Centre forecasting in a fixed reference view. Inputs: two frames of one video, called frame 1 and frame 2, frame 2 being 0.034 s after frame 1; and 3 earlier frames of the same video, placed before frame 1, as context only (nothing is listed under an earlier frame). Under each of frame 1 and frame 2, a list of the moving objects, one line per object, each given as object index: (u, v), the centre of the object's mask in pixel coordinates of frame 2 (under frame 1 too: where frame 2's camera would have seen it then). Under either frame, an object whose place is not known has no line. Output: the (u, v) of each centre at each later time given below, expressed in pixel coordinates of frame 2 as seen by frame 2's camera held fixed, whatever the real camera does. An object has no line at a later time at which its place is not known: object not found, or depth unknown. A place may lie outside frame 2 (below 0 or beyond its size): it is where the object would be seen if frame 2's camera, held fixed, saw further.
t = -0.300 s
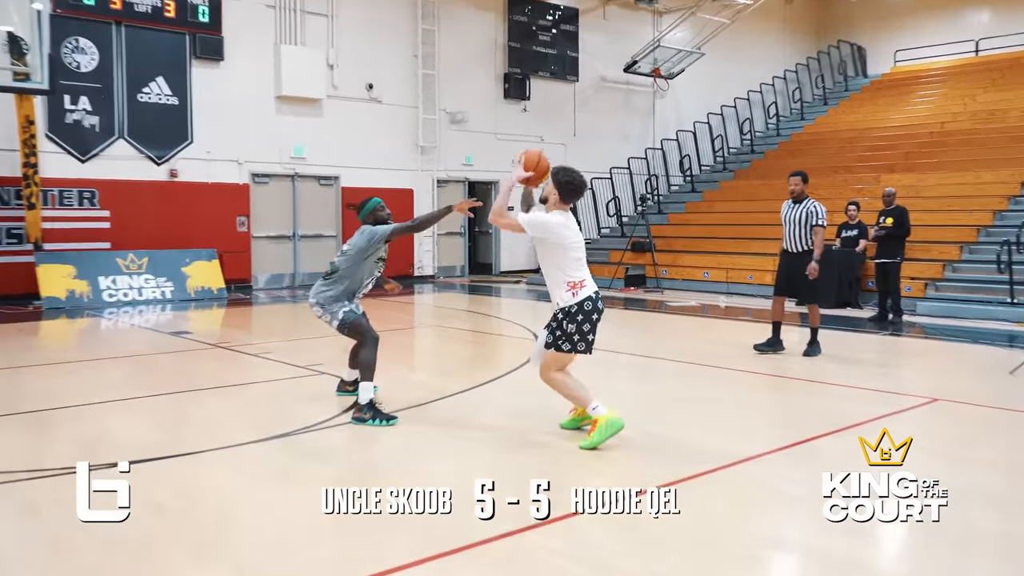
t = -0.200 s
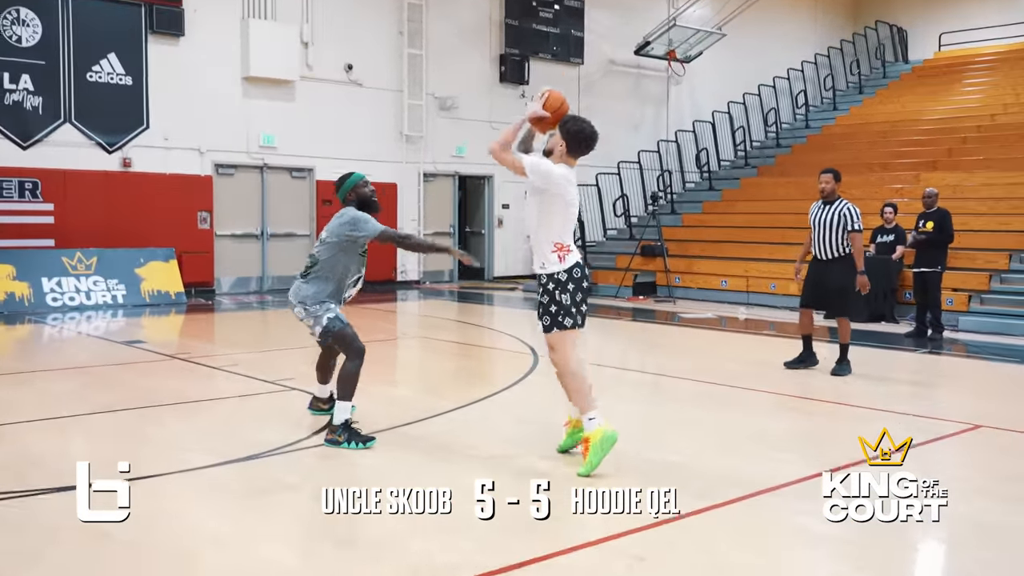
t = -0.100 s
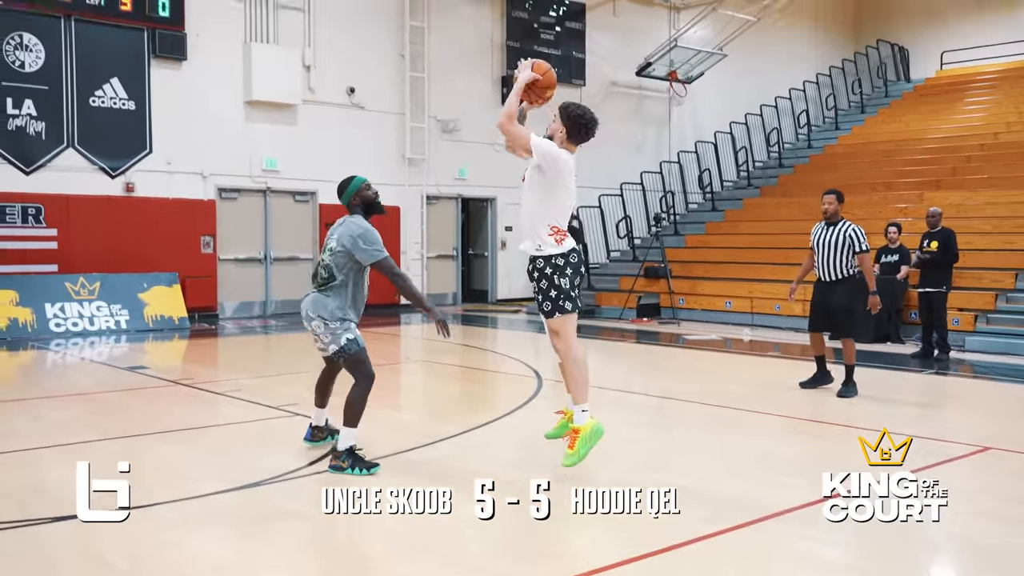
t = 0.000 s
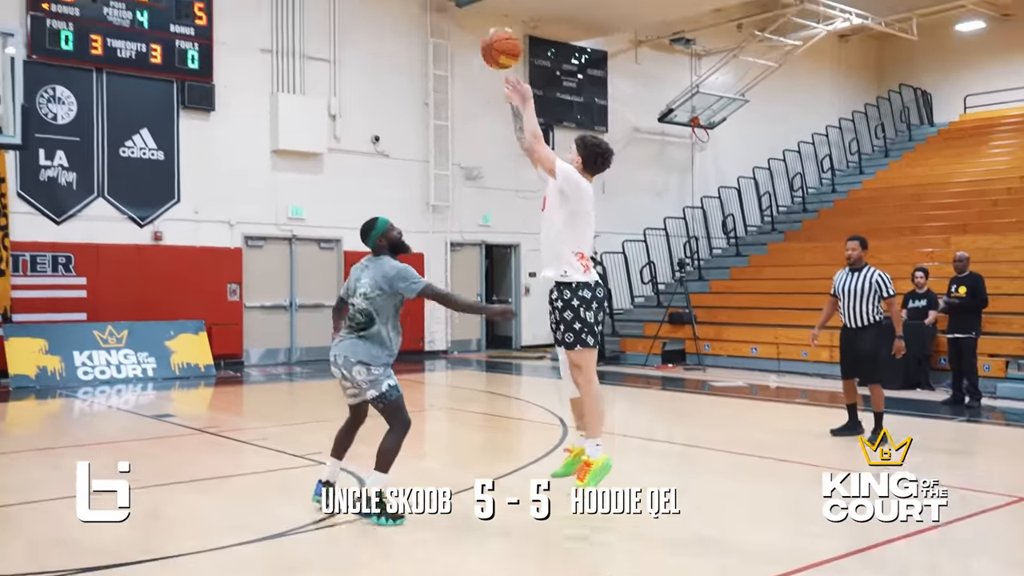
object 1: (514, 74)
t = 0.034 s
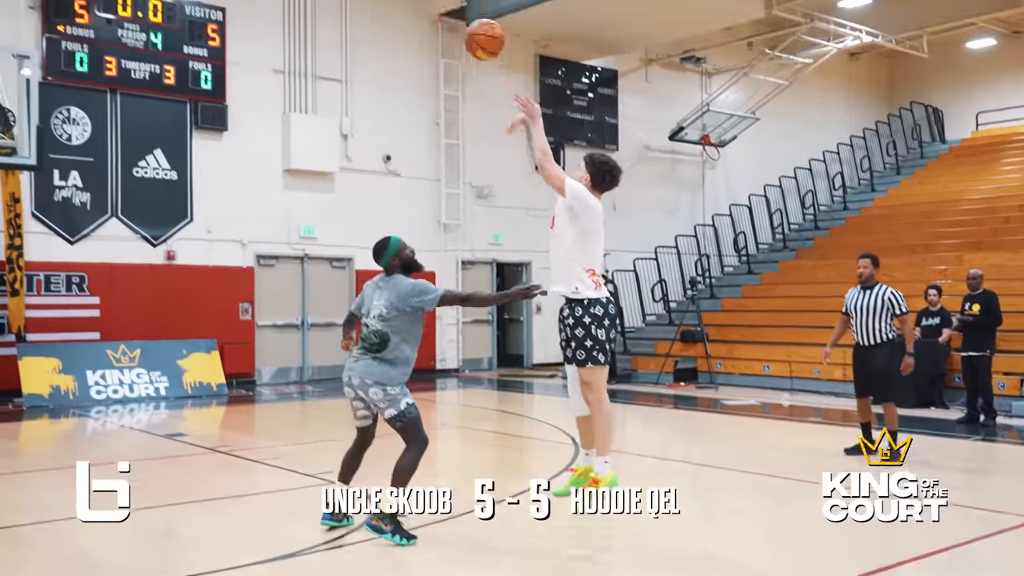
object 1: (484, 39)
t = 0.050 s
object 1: (471, 25)
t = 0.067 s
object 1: (457, 12)
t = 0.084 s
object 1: (444, 0)
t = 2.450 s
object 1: (5, 429)
